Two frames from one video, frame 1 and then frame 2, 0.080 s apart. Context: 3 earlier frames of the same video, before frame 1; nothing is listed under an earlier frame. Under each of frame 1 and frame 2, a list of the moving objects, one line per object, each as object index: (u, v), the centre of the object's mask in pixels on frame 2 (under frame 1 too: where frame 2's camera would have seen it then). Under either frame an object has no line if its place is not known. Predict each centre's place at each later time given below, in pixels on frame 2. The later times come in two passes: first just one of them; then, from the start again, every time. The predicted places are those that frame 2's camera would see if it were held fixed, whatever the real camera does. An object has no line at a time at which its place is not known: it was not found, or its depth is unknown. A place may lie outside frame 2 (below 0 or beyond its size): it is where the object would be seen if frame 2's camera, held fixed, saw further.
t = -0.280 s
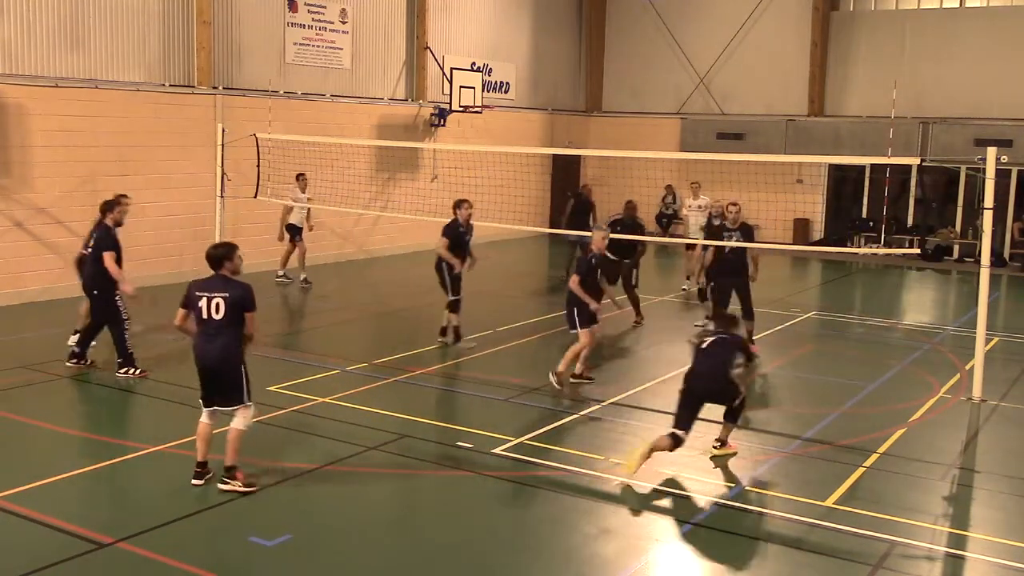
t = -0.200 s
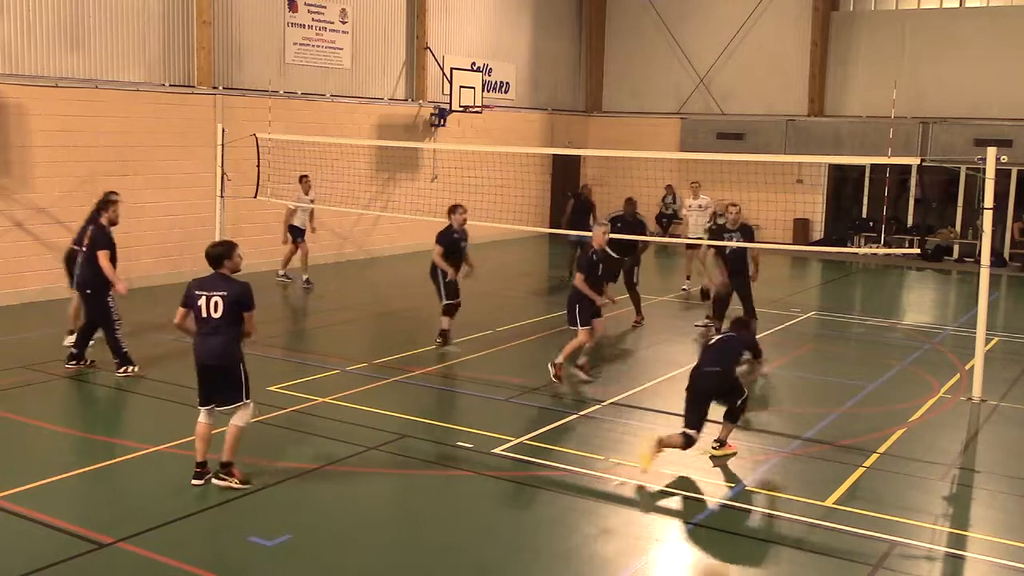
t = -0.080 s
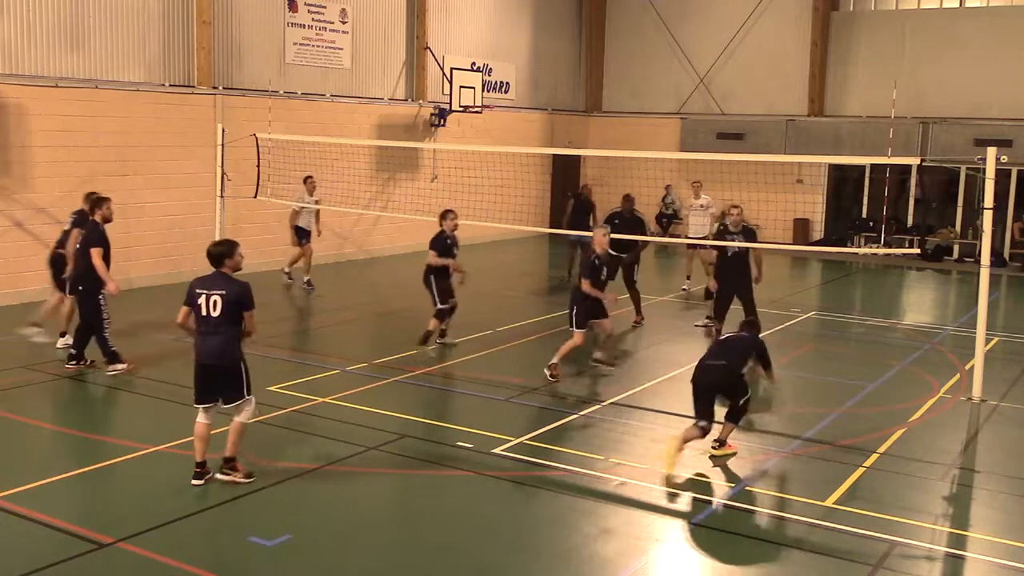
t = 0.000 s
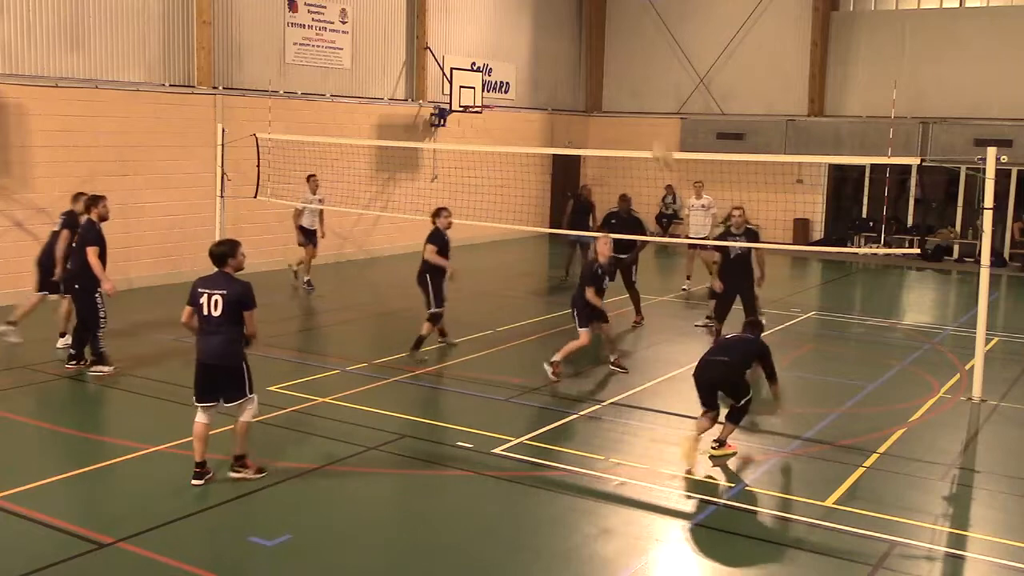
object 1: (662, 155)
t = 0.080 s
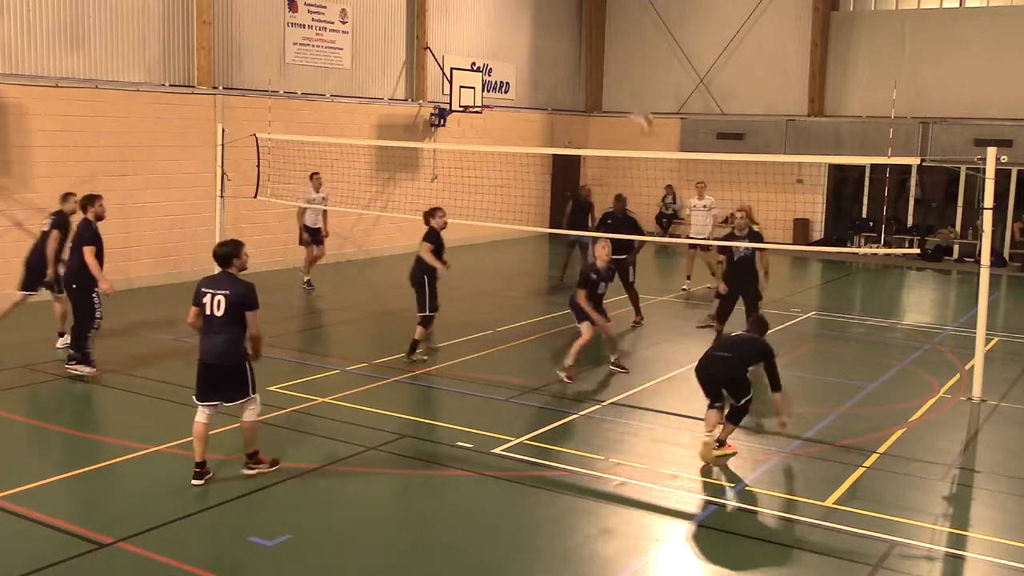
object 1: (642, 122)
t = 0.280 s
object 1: (595, 69)
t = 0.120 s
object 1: (632, 106)
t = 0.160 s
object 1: (625, 93)
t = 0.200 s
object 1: (615, 85)
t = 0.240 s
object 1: (603, 75)
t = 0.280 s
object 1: (595, 69)
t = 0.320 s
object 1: (588, 64)
